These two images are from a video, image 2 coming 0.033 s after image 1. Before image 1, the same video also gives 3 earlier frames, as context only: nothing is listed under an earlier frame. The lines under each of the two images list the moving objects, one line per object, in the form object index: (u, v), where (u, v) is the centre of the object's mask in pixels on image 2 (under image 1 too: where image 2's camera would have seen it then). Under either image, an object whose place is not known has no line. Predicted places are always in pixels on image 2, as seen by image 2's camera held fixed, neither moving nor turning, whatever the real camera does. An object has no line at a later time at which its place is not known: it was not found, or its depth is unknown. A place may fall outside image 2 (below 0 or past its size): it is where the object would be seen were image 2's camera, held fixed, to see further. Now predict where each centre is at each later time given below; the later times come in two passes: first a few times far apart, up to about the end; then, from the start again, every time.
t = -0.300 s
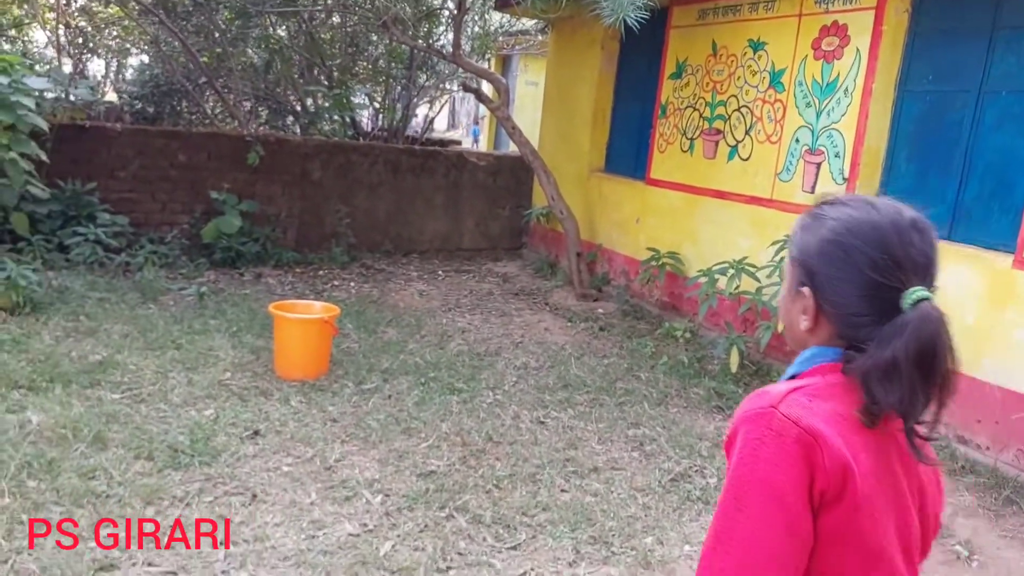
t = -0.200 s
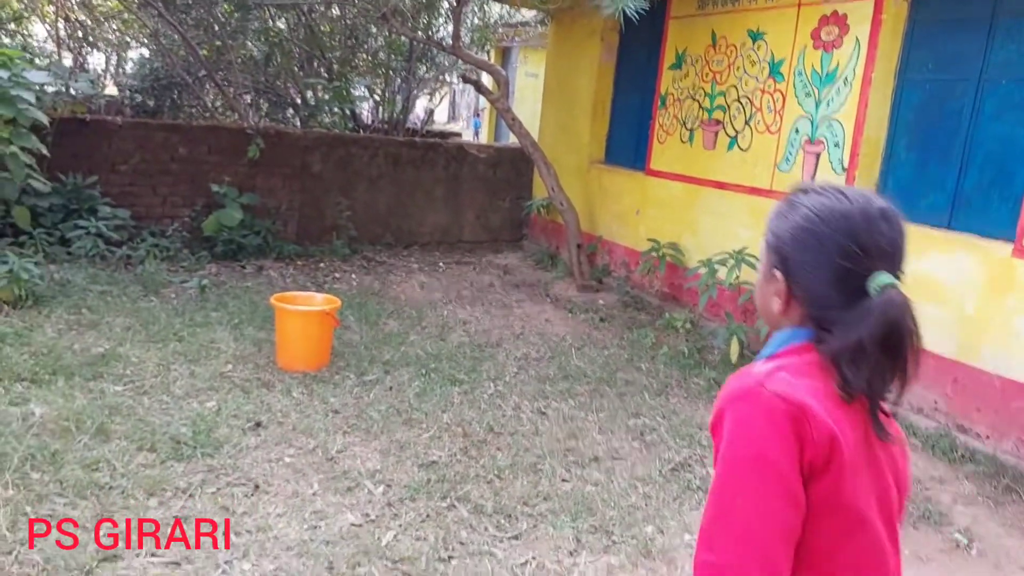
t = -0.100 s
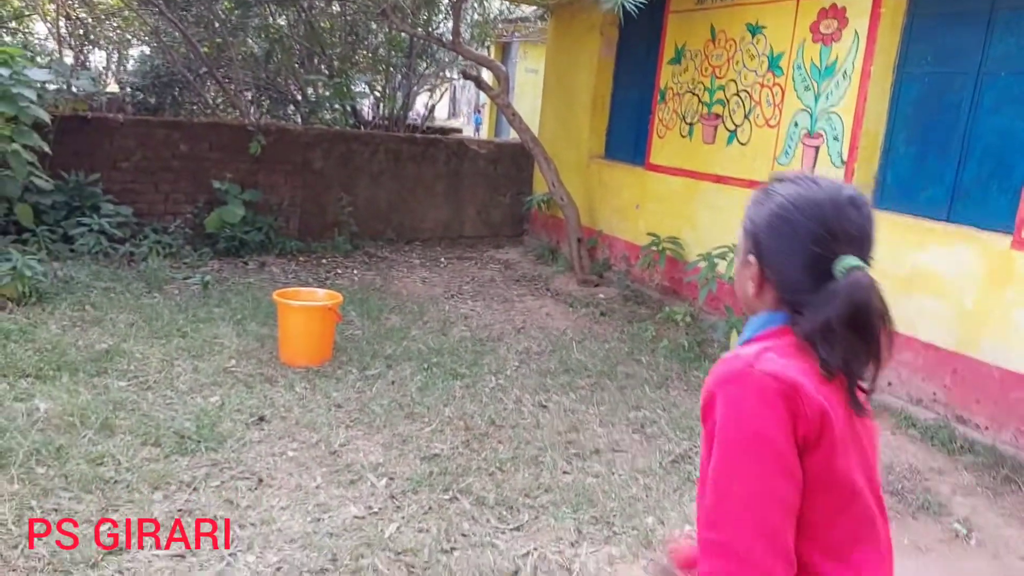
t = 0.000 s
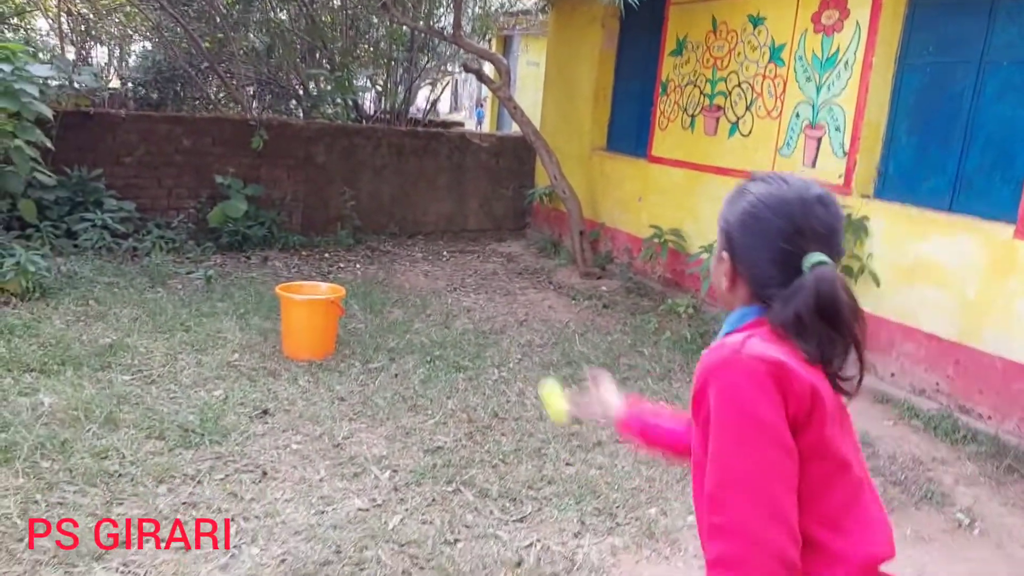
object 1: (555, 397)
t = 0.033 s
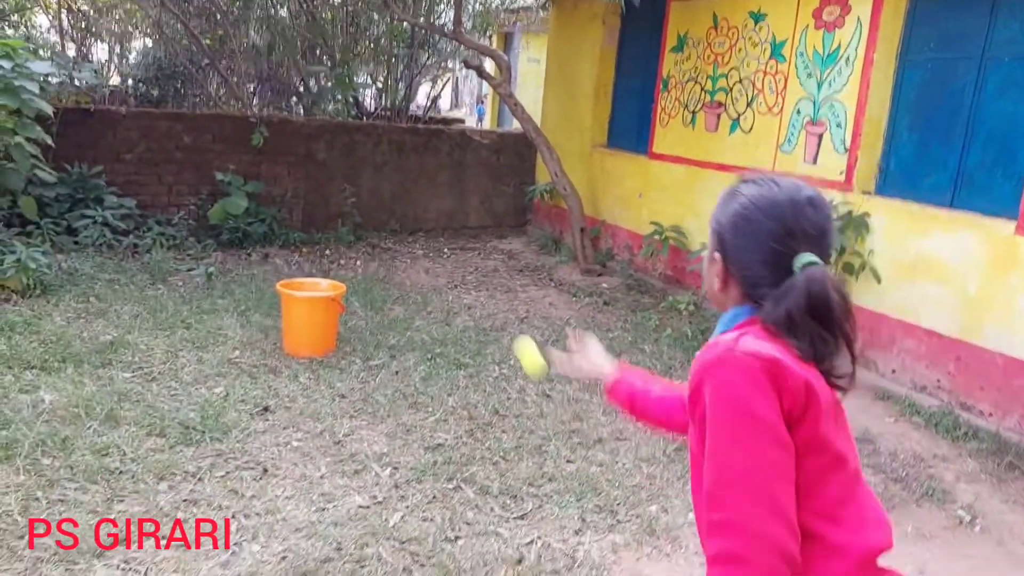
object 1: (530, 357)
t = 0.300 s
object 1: (394, 254)
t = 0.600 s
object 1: (361, 333)
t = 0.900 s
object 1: (391, 321)
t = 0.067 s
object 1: (507, 325)
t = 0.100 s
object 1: (486, 299)
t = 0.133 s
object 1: (466, 280)
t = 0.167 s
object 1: (449, 266)
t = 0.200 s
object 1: (434, 258)
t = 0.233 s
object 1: (419, 253)
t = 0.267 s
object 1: (406, 252)
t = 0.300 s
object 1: (394, 254)
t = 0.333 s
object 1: (383, 259)
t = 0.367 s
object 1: (373, 266)
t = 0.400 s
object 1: (363, 277)
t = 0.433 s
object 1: (354, 289)
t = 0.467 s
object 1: (346, 302)
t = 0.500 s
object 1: (339, 316)
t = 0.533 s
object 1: (345, 336)
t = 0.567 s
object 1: (356, 344)
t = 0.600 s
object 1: (361, 333)
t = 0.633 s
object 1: (365, 323)
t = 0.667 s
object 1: (369, 316)
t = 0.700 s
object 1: (372, 310)
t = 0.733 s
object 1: (376, 307)
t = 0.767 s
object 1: (379, 306)
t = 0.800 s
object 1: (382, 307)
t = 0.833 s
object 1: (385, 309)
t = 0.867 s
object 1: (388, 315)
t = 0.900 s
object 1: (391, 321)
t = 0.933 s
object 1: (394, 321)
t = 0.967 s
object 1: (397, 317)
